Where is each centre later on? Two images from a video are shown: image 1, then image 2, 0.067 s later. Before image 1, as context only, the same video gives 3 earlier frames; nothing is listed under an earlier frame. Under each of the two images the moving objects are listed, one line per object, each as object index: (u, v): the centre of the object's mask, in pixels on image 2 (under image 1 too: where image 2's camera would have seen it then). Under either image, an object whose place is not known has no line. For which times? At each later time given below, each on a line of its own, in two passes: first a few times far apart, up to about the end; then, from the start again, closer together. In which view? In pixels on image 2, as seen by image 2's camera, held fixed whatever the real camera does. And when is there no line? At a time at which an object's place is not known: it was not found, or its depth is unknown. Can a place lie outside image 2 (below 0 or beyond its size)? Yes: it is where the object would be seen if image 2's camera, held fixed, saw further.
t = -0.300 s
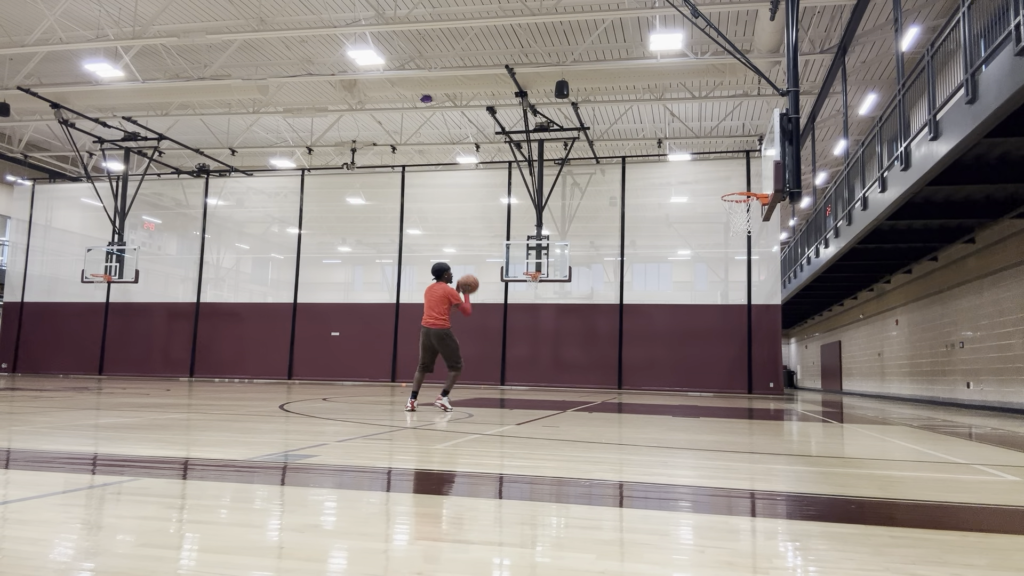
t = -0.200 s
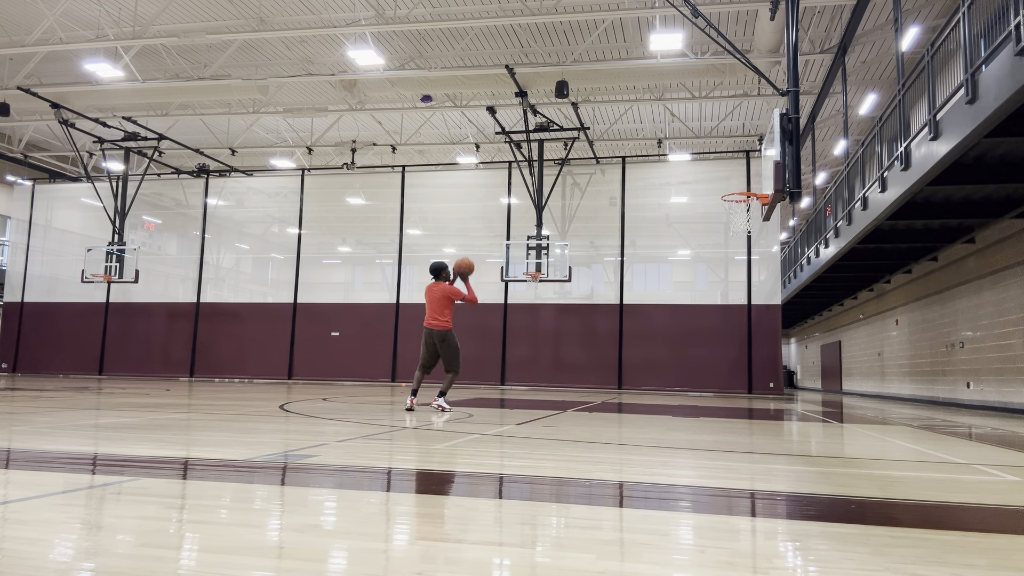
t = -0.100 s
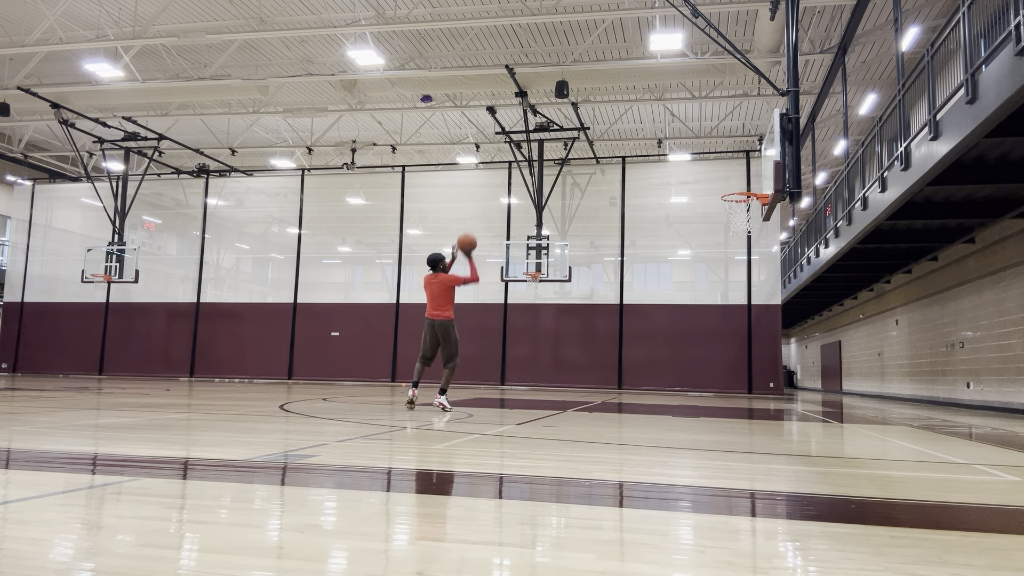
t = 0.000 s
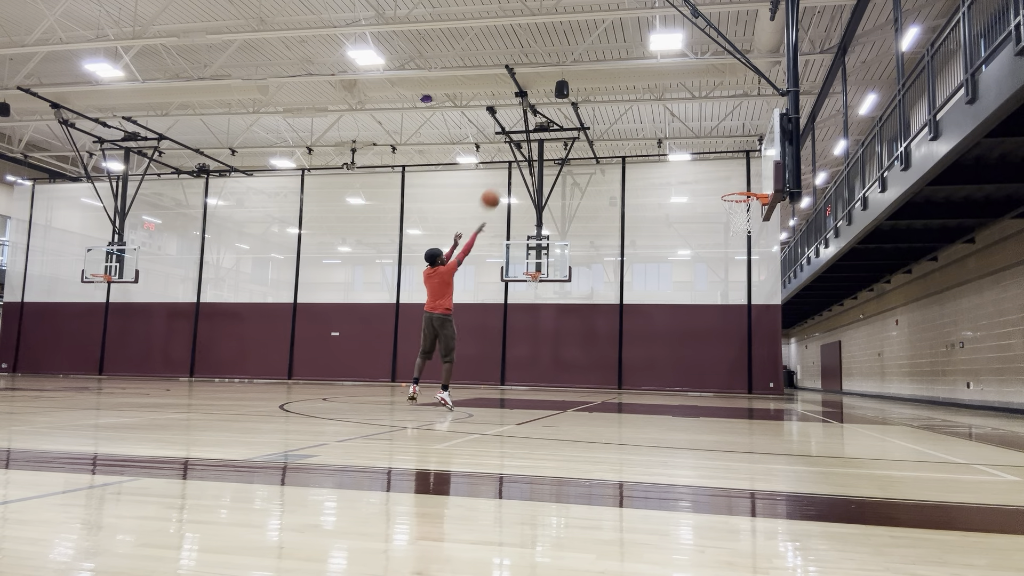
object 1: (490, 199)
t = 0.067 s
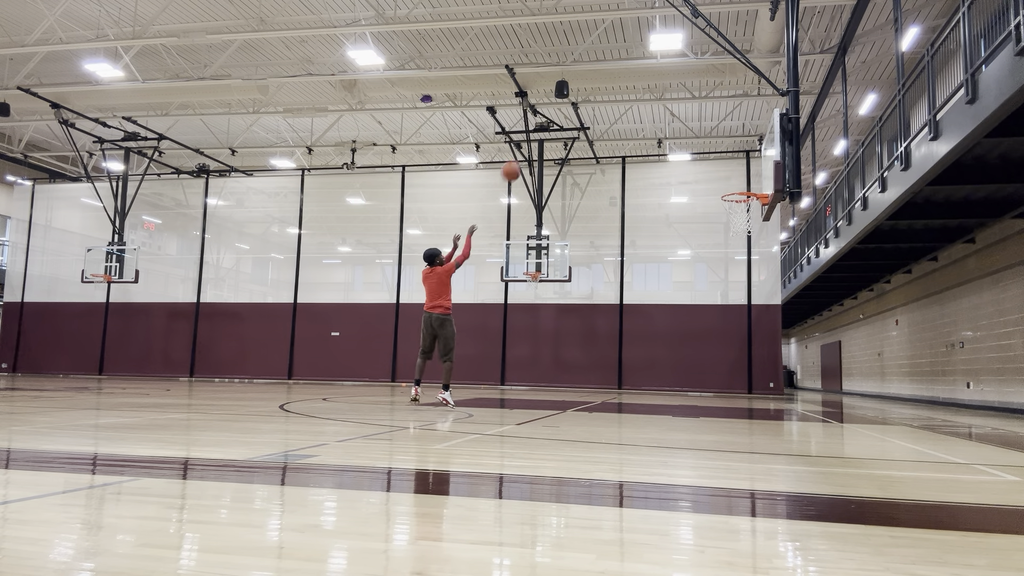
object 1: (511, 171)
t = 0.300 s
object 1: (576, 109)
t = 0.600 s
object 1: (648, 95)
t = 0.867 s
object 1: (705, 133)
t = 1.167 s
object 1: (726, 208)
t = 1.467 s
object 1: (720, 206)
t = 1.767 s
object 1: (743, 238)
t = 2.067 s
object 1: (774, 316)
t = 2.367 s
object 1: (803, 373)
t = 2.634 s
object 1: (821, 313)
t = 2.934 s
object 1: (842, 306)
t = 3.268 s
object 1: (866, 367)
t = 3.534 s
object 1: (885, 373)
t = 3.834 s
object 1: (905, 345)
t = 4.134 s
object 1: (926, 378)
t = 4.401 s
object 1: (944, 384)
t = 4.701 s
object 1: (962, 372)
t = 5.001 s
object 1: (982, 402)
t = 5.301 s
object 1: (1000, 386)
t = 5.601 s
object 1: (1017, 400)
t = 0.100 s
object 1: (520, 159)
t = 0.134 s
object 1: (530, 148)
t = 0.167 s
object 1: (540, 138)
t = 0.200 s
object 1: (548, 130)
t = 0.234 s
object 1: (557, 122)
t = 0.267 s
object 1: (567, 115)
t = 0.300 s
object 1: (576, 109)
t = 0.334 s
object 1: (584, 104)
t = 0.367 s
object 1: (592, 100)
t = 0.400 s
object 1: (601, 97)
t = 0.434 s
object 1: (609, 94)
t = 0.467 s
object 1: (617, 93)
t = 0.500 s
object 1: (625, 92)
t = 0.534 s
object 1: (633, 92)
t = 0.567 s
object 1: (640, 92)
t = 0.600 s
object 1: (648, 95)
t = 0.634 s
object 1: (656, 97)
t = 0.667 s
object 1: (663, 100)
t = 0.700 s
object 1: (670, 103)
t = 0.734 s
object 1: (677, 107)
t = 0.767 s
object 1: (684, 114)
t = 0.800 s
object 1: (691, 119)
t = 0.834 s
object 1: (698, 126)
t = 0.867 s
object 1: (705, 133)
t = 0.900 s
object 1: (712, 141)
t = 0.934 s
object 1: (718, 149)
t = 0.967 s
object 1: (725, 158)
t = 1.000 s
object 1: (731, 168)
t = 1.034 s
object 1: (738, 179)
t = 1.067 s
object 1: (744, 190)
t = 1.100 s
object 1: (743, 198)
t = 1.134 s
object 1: (733, 203)
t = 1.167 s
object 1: (726, 208)
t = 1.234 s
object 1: (720, 207)
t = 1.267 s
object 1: (719, 206)
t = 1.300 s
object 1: (719, 204)
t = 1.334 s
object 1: (719, 203)
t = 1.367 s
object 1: (719, 203)
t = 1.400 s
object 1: (719, 203)
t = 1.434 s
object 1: (719, 204)
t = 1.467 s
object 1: (720, 206)
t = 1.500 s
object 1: (721, 208)
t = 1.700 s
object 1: (736, 228)
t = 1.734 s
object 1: (740, 235)
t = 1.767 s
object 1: (743, 238)
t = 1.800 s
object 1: (747, 244)
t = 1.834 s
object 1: (750, 250)
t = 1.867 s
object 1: (754, 258)
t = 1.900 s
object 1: (757, 266)
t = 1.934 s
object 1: (761, 275)
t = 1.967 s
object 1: (764, 285)
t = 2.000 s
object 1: (768, 295)
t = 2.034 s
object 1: (771, 306)
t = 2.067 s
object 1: (774, 316)
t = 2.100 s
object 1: (777, 329)
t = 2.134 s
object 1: (781, 342)
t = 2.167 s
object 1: (784, 357)
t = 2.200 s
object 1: (788, 371)
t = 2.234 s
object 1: (792, 386)
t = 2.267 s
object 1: (795, 402)
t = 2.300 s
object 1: (798, 395)
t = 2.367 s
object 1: (803, 373)
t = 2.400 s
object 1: (805, 363)
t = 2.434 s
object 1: (807, 353)
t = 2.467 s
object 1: (810, 344)
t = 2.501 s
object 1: (812, 337)
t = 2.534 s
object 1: (814, 330)
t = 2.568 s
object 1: (816, 324)
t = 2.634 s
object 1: (821, 313)
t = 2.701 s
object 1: (825, 307)
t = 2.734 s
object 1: (828, 304)
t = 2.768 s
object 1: (830, 303)
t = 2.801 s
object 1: (833, 302)
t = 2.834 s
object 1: (835, 302)
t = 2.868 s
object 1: (838, 303)
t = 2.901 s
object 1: (840, 304)
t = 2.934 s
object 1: (842, 306)
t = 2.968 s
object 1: (844, 309)
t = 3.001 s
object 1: (847, 312)
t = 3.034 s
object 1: (849, 317)
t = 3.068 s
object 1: (852, 321)
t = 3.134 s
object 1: (856, 334)
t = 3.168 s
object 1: (859, 341)
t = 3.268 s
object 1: (866, 367)
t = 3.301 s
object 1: (869, 377)
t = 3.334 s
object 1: (871, 388)
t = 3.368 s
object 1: (874, 399)
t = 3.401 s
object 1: (876, 404)
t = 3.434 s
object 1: (879, 395)
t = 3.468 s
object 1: (880, 387)
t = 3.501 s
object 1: (883, 380)
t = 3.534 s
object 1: (885, 373)
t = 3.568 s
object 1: (887, 367)
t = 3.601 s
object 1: (889, 362)
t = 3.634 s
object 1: (892, 357)
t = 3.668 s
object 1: (893, 353)
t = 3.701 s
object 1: (896, 350)
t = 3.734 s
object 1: (898, 348)
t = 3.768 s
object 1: (900, 346)
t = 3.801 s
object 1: (903, 345)
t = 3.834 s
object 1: (905, 345)
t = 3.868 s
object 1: (907, 346)
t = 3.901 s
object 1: (910, 347)
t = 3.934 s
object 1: (912, 350)
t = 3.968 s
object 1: (914, 352)
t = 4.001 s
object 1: (917, 356)
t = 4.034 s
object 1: (919, 360)
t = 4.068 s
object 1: (922, 365)
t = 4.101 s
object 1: (924, 371)
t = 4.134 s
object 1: (926, 378)
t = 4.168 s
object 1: (929, 385)
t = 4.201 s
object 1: (932, 393)
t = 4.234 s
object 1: (933, 401)
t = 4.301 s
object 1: (938, 401)
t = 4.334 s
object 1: (940, 395)
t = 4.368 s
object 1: (942, 388)
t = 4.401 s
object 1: (944, 384)
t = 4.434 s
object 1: (946, 379)
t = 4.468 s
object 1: (948, 376)
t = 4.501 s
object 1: (950, 373)
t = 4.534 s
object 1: (952, 371)
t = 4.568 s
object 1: (954, 370)
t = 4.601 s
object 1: (956, 370)
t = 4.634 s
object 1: (958, 370)
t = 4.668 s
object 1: (960, 371)
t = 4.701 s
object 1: (962, 372)
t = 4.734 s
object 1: (965, 375)
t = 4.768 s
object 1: (967, 378)
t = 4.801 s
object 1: (969, 382)
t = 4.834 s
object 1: (972, 386)
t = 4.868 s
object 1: (973, 392)
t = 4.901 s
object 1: (976, 398)
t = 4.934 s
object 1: (978, 406)
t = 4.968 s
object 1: (980, 407)
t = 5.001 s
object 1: (982, 402)
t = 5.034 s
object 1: (984, 397)
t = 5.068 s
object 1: (986, 393)
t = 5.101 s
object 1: (989, 390)
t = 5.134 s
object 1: (990, 387)
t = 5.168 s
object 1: (992, 386)
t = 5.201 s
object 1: (994, 385)
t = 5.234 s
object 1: (996, 384)
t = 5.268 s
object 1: (998, 384)
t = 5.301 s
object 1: (1000, 386)
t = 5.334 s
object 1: (1002, 387)
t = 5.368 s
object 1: (1004, 390)
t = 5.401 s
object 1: (1007, 393)
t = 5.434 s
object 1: (1009, 397)
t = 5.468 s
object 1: (1011, 402)
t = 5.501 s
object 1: (1013, 408)
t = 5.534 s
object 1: (1015, 409)
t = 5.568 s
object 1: (1016, 405)
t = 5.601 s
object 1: (1017, 400)
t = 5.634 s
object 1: (1018, 397)
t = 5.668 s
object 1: (1019, 395)
